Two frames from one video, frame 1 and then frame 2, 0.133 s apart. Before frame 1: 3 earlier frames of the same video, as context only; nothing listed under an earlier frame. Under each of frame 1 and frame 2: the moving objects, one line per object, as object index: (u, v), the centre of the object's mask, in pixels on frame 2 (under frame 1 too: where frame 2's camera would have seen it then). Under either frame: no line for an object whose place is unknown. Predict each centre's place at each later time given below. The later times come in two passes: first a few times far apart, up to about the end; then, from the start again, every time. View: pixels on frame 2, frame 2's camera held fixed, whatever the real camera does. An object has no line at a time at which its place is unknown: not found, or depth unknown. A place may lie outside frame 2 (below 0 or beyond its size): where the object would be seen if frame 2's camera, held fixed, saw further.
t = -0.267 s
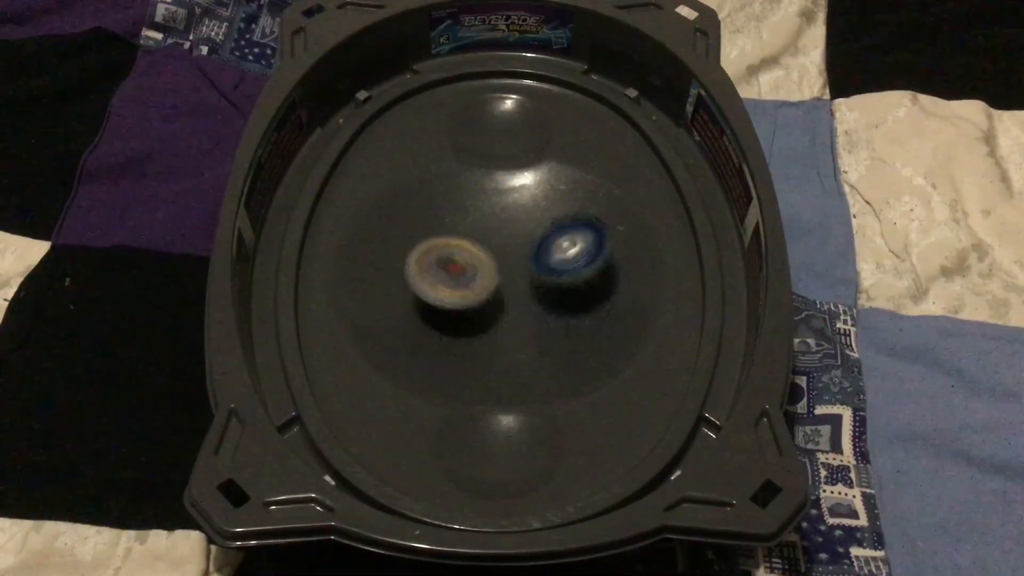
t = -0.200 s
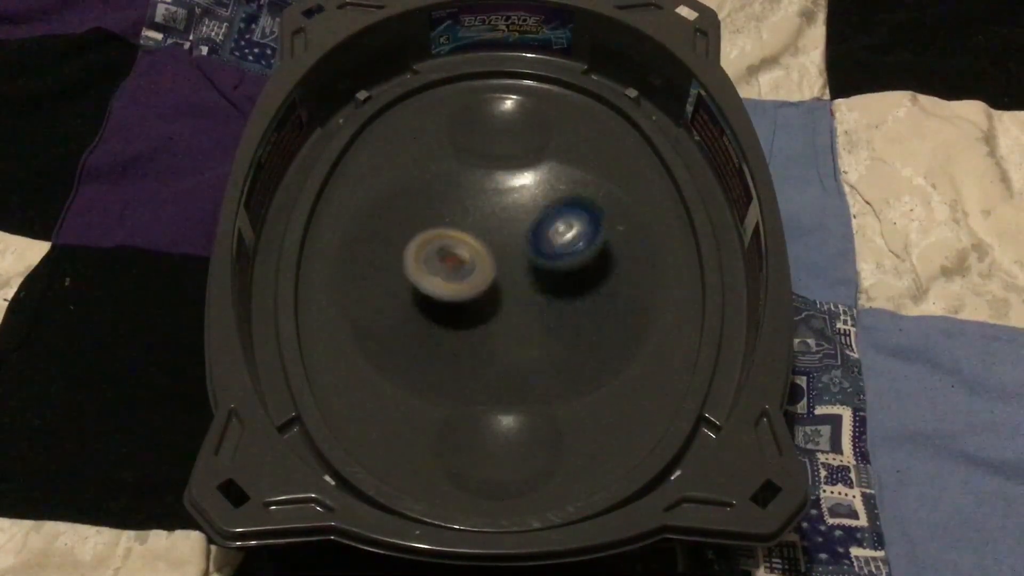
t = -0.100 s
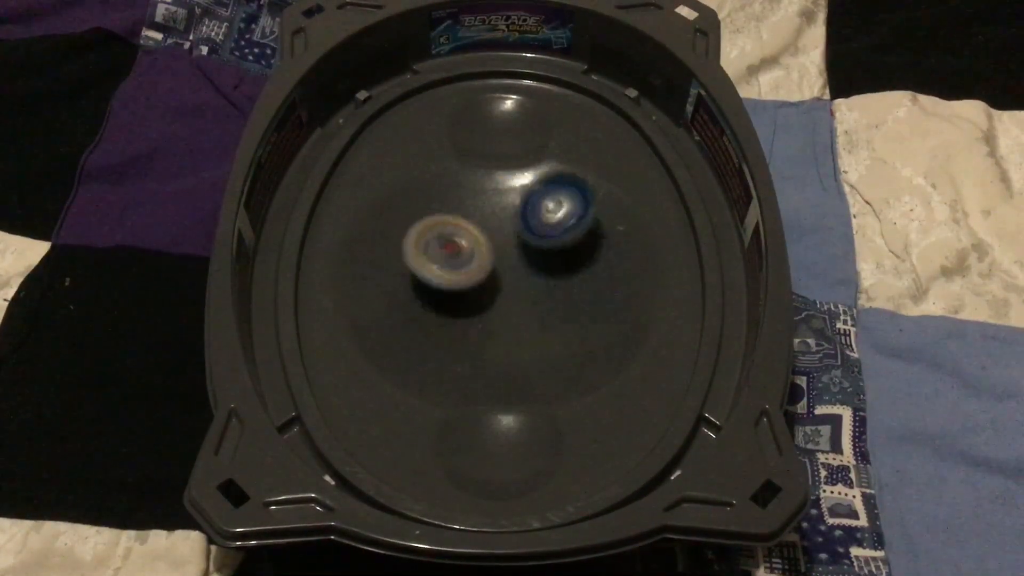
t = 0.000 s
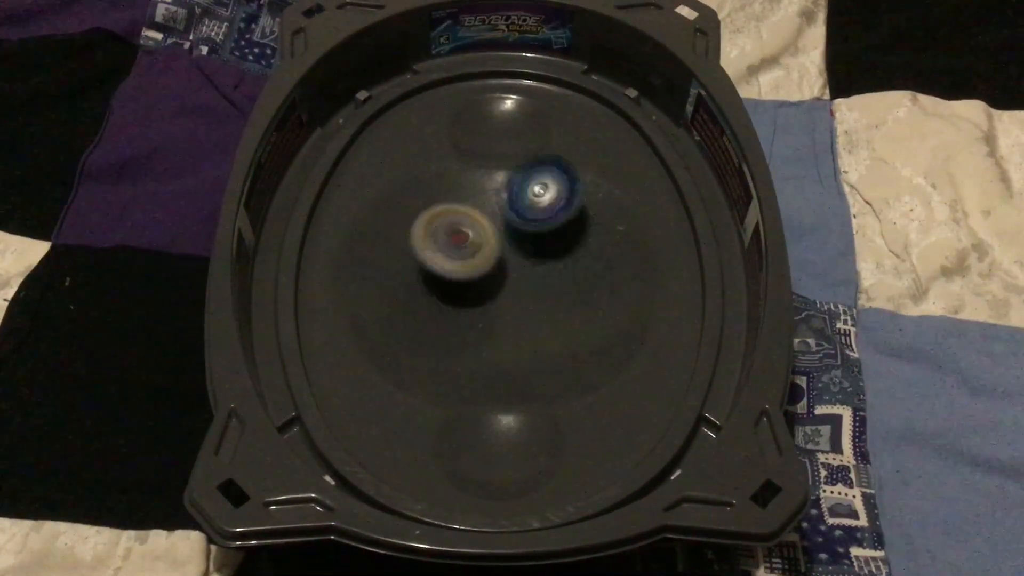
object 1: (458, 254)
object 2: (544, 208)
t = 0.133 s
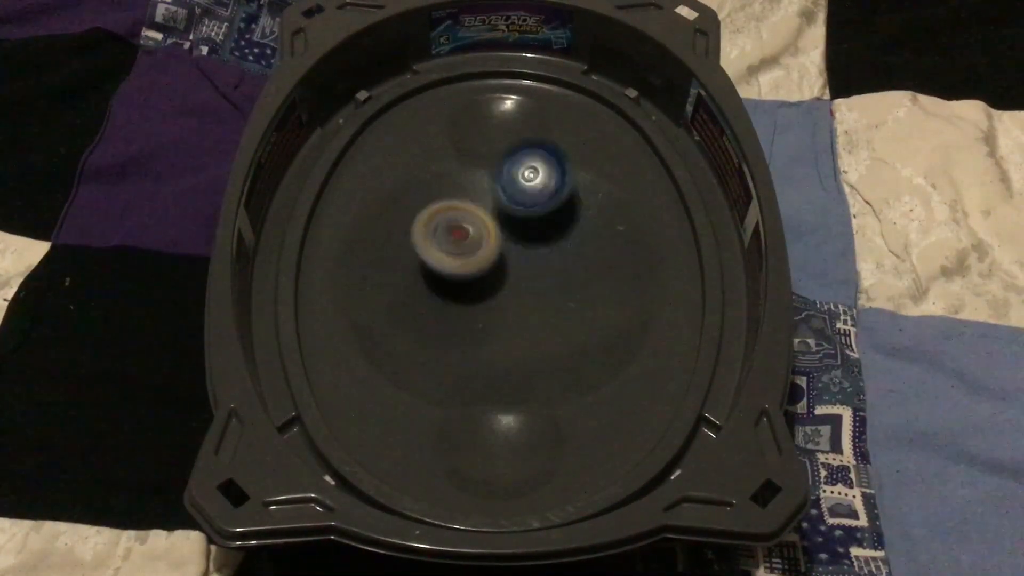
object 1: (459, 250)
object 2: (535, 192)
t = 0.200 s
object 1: (464, 252)
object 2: (528, 190)
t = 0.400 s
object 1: (489, 278)
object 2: (502, 197)
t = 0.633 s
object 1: (549, 287)
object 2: (460, 251)
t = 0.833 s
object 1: (536, 260)
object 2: (424, 283)
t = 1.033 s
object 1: (497, 249)
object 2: (413, 315)
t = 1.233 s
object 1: (500, 236)
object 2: (429, 327)
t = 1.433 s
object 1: (508, 233)
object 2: (496, 323)
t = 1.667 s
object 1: (501, 221)
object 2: (559, 311)
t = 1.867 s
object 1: (475, 256)
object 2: (579, 284)
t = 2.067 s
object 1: (459, 294)
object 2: (547, 245)
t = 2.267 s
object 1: (511, 294)
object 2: (494, 204)
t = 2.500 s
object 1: (536, 255)
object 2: (454, 200)
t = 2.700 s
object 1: (534, 256)
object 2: (440, 223)
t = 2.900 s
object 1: (529, 277)
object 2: (436, 293)
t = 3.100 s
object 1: (543, 282)
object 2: (450, 333)
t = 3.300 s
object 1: (532, 260)
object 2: (474, 338)
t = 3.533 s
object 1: (478, 228)
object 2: (515, 310)
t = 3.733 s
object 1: (443, 217)
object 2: (538, 275)
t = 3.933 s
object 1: (454, 260)
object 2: (544, 234)
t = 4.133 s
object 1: (502, 295)
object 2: (529, 214)
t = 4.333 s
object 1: (562, 297)
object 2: (485, 232)
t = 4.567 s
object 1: (572, 285)
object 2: (437, 261)
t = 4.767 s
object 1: (537, 265)
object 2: (430, 287)
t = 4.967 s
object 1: (547, 234)
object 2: (447, 306)
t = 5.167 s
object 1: (522, 217)
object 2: (513, 298)
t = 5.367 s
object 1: (483, 232)
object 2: (557, 284)
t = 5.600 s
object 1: (453, 268)
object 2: (558, 258)
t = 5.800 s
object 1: (433, 265)
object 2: (522, 242)
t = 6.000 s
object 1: (417, 268)
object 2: (523, 222)
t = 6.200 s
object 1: (454, 283)
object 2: (526, 234)
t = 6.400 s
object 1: (459, 302)
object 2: (536, 252)
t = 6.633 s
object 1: (465, 292)
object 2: (549, 262)
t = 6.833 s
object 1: (483, 277)
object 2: (566, 256)
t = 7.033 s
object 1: (489, 280)
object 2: (579, 251)
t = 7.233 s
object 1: (464, 323)
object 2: (545, 244)
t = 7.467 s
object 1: (475, 338)
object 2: (488, 256)
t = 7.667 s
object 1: (484, 305)
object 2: (427, 242)
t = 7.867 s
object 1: (514, 261)
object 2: (429, 244)
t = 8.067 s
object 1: (533, 204)
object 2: (475, 281)
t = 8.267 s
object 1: (507, 219)
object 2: (533, 278)
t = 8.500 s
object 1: (478, 235)
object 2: (551, 274)
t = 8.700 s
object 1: (487, 236)
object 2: (526, 295)
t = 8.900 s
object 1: (496, 239)
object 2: (523, 301)
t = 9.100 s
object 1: (496, 241)
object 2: (522, 301)
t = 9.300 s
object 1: (496, 241)
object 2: (522, 301)
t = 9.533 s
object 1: (496, 241)
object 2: (522, 301)
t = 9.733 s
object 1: (497, 240)
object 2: (522, 301)
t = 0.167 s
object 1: (461, 251)
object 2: (532, 191)
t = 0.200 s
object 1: (464, 252)
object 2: (528, 190)
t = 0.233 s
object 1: (467, 255)
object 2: (524, 190)
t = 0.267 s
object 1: (469, 260)
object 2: (521, 189)
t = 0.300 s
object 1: (473, 265)
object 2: (518, 189)
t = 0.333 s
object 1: (478, 270)
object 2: (514, 190)
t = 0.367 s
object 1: (484, 274)
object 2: (509, 193)
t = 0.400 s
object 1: (489, 278)
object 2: (502, 197)
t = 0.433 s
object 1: (498, 285)
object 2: (496, 200)
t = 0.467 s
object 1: (508, 290)
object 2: (490, 206)
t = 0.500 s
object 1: (517, 293)
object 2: (483, 214)
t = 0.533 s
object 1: (527, 295)
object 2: (476, 220)
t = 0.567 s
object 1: (535, 294)
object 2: (470, 230)
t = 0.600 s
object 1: (543, 291)
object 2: (465, 240)
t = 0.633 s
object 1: (549, 287)
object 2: (460, 251)
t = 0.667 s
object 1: (552, 283)
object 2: (453, 260)
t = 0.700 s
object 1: (554, 277)
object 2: (447, 262)
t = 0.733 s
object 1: (553, 272)
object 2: (441, 269)
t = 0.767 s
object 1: (549, 268)
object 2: (433, 272)
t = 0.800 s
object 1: (543, 263)
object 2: (429, 276)
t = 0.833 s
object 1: (536, 260)
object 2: (424, 283)
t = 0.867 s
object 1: (527, 257)
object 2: (419, 288)
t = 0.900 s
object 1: (517, 256)
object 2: (419, 298)
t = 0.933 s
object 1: (506, 256)
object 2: (420, 300)
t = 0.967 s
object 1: (496, 256)
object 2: (423, 301)
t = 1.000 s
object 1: (495, 254)
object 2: (418, 309)
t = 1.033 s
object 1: (497, 249)
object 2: (413, 315)
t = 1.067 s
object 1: (499, 245)
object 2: (411, 318)
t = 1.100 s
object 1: (499, 242)
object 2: (411, 321)
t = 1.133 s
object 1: (499, 239)
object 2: (412, 323)
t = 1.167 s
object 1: (500, 237)
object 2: (415, 325)
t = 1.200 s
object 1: (500, 236)
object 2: (422, 326)
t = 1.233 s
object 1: (500, 236)
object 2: (429, 327)
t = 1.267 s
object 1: (500, 236)
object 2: (438, 327)
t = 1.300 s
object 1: (498, 237)
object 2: (448, 326)
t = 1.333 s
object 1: (498, 238)
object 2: (459, 323)
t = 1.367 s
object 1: (498, 239)
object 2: (473, 318)
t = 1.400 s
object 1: (503, 237)
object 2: (484, 318)
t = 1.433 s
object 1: (508, 233)
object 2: (496, 323)
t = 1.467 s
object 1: (510, 225)
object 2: (506, 324)
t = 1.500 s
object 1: (510, 219)
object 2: (517, 324)
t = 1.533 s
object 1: (509, 216)
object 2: (528, 322)
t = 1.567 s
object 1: (507, 216)
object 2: (537, 321)
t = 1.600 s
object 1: (505, 217)
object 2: (545, 319)
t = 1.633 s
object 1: (503, 218)
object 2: (553, 314)
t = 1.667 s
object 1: (501, 221)
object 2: (559, 311)
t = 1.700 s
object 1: (498, 227)
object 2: (563, 307)
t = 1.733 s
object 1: (495, 234)
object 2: (566, 300)
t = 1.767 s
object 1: (493, 243)
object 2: (569, 296)
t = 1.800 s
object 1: (492, 249)
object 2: (571, 292)
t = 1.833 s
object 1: (483, 253)
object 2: (578, 289)
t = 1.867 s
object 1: (475, 256)
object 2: (579, 284)
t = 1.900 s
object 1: (466, 260)
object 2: (577, 279)
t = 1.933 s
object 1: (459, 266)
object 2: (574, 272)
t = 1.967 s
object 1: (453, 273)
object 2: (569, 264)
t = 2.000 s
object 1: (452, 280)
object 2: (564, 258)
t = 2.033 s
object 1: (453, 287)
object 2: (557, 252)
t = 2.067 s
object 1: (459, 294)
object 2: (547, 245)
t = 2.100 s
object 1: (465, 298)
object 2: (539, 238)
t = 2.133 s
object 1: (472, 301)
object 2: (530, 230)
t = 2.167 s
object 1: (481, 302)
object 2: (522, 222)
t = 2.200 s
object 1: (491, 301)
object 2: (511, 214)
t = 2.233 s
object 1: (502, 299)
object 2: (502, 208)
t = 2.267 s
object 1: (511, 294)
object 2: (494, 204)
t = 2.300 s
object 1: (518, 287)
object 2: (488, 201)
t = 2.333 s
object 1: (523, 280)
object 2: (482, 199)
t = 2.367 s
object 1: (527, 272)
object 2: (475, 199)
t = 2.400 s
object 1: (530, 264)
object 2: (469, 199)
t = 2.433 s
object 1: (530, 258)
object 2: (464, 200)
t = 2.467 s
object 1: (533, 255)
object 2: (457, 199)
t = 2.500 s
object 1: (536, 255)
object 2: (454, 200)
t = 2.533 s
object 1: (539, 254)
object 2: (451, 203)
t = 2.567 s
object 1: (541, 253)
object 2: (447, 208)
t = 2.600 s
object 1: (541, 253)
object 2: (445, 212)
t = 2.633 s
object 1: (539, 253)
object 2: (442, 211)
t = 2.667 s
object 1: (536, 254)
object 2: (442, 219)
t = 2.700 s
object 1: (534, 256)
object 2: (440, 223)
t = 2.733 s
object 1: (534, 258)
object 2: (437, 232)
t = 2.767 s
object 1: (534, 261)
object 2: (432, 247)
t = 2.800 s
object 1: (533, 265)
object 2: (431, 252)
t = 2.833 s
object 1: (534, 270)
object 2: (431, 262)
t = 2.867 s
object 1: (533, 272)
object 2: (431, 276)
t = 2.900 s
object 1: (529, 277)
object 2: (436, 293)
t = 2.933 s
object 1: (531, 281)
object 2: (438, 302)
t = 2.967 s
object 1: (536, 281)
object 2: (437, 311)
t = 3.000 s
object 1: (538, 282)
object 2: (438, 318)
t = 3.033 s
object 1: (539, 282)
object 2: (440, 325)
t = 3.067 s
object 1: (543, 282)
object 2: (445, 328)
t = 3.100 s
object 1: (543, 282)
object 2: (450, 333)
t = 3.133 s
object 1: (540, 280)
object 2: (454, 333)
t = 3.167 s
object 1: (538, 280)
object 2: (461, 335)
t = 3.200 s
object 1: (536, 277)
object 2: (470, 334)
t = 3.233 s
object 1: (536, 272)
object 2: (472, 336)
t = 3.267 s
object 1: (535, 266)
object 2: (472, 338)
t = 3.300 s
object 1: (532, 260)
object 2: (474, 338)
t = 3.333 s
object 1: (527, 253)
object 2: (479, 336)
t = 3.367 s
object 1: (520, 247)
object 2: (484, 333)
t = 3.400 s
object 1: (512, 243)
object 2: (489, 330)
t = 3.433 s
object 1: (502, 239)
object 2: (493, 325)
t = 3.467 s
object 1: (492, 236)
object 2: (501, 317)
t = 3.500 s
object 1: (484, 232)
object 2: (508, 312)
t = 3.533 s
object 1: (478, 228)
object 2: (515, 310)
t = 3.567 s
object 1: (470, 224)
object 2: (521, 307)
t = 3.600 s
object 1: (465, 220)
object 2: (525, 304)
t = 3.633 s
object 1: (458, 216)
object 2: (530, 297)
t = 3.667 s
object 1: (451, 214)
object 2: (533, 290)
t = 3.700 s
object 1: (445, 215)
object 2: (537, 282)
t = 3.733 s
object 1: (443, 217)
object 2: (538, 275)
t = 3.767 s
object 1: (441, 221)
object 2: (540, 269)
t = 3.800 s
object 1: (444, 229)
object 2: (540, 262)
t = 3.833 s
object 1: (446, 235)
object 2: (539, 254)
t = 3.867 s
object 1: (450, 244)
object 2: (541, 247)
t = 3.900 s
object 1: (451, 250)
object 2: (544, 239)
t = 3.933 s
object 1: (454, 260)
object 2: (544, 234)
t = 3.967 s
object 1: (460, 269)
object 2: (544, 231)
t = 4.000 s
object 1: (466, 277)
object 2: (544, 227)
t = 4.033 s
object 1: (474, 282)
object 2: (542, 222)
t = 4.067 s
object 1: (482, 288)
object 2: (539, 218)
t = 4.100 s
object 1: (492, 292)
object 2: (534, 215)
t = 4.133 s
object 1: (502, 295)
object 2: (529, 214)
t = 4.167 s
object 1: (512, 297)
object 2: (524, 213)
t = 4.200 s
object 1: (523, 298)
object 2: (517, 215)
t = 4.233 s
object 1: (534, 297)
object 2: (509, 218)
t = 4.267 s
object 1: (543, 295)
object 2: (503, 222)
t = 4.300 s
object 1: (553, 296)
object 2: (495, 228)
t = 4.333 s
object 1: (562, 297)
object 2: (485, 232)
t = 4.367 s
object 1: (569, 297)
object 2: (476, 236)
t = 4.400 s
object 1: (576, 297)
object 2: (465, 235)
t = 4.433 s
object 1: (580, 296)
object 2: (458, 244)
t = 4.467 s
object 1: (582, 294)
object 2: (450, 238)
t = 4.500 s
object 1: (582, 291)
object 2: (445, 251)
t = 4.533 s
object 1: (577, 288)
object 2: (440, 256)
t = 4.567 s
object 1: (572, 285)
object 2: (437, 261)
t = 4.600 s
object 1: (562, 282)
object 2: (434, 255)
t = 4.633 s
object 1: (551, 279)
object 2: (435, 260)
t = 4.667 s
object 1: (541, 275)
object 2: (436, 265)
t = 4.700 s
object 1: (532, 273)
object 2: (439, 271)
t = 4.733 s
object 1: (531, 269)
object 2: (438, 281)
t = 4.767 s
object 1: (537, 265)
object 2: (430, 287)
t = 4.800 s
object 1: (542, 259)
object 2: (428, 290)
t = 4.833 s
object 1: (544, 255)
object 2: (431, 300)
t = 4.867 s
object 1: (545, 250)
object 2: (432, 303)
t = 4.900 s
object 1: (546, 245)
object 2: (436, 305)
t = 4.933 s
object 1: (548, 239)
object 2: (440, 305)
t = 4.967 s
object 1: (547, 234)
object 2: (447, 306)
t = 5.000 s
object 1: (546, 230)
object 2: (454, 305)
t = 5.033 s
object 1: (541, 229)
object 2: (463, 304)
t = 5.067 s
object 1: (537, 227)
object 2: (477, 302)
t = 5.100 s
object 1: (532, 226)
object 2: (488, 298)
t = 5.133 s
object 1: (527, 222)
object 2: (503, 298)
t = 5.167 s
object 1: (522, 217)
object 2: (513, 298)
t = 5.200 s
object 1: (515, 215)
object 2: (523, 297)
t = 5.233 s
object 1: (507, 215)
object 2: (533, 295)
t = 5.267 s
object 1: (501, 216)
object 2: (541, 292)
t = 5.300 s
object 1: (495, 220)
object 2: (547, 291)
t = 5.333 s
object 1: (488, 225)
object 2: (554, 287)
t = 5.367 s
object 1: (483, 232)
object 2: (557, 284)
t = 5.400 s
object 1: (479, 239)
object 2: (560, 280)
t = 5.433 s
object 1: (475, 246)
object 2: (560, 276)
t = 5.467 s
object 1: (473, 253)
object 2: (560, 272)
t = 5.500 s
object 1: (469, 260)
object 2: (559, 267)
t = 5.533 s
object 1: (462, 264)
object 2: (561, 263)
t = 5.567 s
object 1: (457, 267)
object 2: (559, 260)
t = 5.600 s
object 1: (453, 268)
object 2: (558, 258)
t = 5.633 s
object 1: (451, 269)
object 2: (556, 254)
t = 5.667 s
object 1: (448, 269)
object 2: (549, 253)
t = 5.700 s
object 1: (446, 270)
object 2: (546, 250)
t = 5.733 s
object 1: (441, 269)
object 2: (538, 247)
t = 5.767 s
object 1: (437, 268)
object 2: (530, 245)
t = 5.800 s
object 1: (433, 265)
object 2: (522, 242)
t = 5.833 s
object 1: (427, 264)
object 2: (519, 238)
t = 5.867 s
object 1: (429, 264)
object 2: (514, 236)
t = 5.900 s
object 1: (421, 264)
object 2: (515, 232)
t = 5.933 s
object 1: (417, 265)
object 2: (517, 227)
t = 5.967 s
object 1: (417, 267)
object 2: (522, 224)
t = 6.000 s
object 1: (417, 268)
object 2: (523, 222)
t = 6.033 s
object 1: (417, 271)
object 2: (525, 222)
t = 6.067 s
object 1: (419, 273)
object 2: (526, 223)
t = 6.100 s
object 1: (428, 276)
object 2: (527, 224)
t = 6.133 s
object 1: (435, 279)
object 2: (527, 226)
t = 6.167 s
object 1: (445, 281)
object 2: (525, 231)
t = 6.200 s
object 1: (454, 283)
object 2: (526, 234)
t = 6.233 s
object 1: (454, 289)
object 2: (527, 236)
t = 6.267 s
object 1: (456, 292)
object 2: (528, 238)
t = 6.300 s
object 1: (460, 294)
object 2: (531, 243)
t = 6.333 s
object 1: (459, 300)
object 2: (533, 246)
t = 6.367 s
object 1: (458, 303)
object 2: (535, 248)
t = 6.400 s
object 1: (459, 302)
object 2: (536, 252)
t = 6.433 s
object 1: (463, 301)
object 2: (539, 257)
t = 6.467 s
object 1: (467, 300)
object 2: (540, 258)
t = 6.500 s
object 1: (471, 301)
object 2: (542, 261)
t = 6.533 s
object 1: (473, 301)
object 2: (544, 264)
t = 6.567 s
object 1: (473, 299)
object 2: (545, 264)
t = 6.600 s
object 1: (469, 296)
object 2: (547, 264)
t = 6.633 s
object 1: (465, 292)
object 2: (549, 262)
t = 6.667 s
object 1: (466, 284)
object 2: (555, 261)
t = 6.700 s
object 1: (470, 279)
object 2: (559, 259)
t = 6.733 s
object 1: (473, 277)
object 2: (559, 258)
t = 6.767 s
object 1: (479, 278)
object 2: (561, 258)
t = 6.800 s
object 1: (482, 277)
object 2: (564, 257)
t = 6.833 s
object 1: (483, 277)
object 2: (566, 256)
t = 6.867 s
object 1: (482, 276)
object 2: (571, 254)
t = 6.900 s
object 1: (481, 277)
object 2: (576, 252)
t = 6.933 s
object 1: (482, 277)
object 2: (582, 250)
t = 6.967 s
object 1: (483, 278)
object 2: (582, 249)
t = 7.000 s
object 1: (485, 278)
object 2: (581, 250)
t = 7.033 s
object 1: (489, 280)
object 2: (579, 251)
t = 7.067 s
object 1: (491, 281)
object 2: (576, 253)
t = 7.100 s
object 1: (494, 283)
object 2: (570, 253)
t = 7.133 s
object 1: (489, 290)
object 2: (562, 251)
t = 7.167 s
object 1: (478, 300)
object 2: (557, 247)
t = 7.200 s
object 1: (469, 312)
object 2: (551, 244)
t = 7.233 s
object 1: (464, 323)
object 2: (545, 244)
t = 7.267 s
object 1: (463, 330)
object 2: (541, 243)
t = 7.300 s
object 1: (464, 336)
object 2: (536, 243)
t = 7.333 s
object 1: (464, 341)
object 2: (527, 242)
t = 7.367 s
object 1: (465, 344)
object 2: (514, 245)
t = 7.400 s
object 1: (468, 345)
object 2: (504, 249)
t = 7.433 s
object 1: (471, 343)
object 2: (497, 252)
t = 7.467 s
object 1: (475, 338)
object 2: (488, 256)
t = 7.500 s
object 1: (478, 335)
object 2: (481, 255)
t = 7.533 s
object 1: (481, 331)
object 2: (464, 253)
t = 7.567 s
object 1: (485, 326)
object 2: (443, 253)
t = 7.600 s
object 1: (487, 321)
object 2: (435, 252)
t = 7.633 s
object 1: (485, 314)
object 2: (432, 246)
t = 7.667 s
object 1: (484, 305)
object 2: (427, 242)
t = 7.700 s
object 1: (486, 297)
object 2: (424, 242)
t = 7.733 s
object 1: (491, 289)
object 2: (423, 235)
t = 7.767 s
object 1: (498, 281)
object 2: (423, 237)
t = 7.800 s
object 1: (505, 275)
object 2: (423, 238)
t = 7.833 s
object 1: (509, 268)
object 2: (425, 240)
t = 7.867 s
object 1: (514, 261)
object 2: (429, 244)
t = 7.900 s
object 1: (518, 252)
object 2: (433, 246)
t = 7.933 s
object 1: (520, 242)
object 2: (437, 252)
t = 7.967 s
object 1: (528, 230)
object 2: (443, 255)
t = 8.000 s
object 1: (532, 219)
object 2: (450, 260)
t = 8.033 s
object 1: (534, 210)
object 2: (464, 274)
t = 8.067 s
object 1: (533, 204)
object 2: (475, 281)
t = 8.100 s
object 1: (530, 200)
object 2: (486, 285)
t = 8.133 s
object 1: (525, 199)
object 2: (496, 283)
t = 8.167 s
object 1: (522, 200)
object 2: (506, 282)
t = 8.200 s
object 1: (520, 203)
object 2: (513, 282)
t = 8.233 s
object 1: (516, 210)
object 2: (522, 282)
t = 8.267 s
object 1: (507, 219)
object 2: (533, 278)
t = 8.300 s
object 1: (500, 223)
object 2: (541, 278)
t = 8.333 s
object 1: (492, 226)
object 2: (548, 275)
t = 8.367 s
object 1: (485, 230)
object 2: (552, 274)
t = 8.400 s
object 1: (481, 233)
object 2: (555, 272)
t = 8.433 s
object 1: (478, 234)
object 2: (555, 272)
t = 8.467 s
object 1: (477, 235)
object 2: (554, 272)
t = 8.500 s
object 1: (478, 235)
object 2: (551, 274)
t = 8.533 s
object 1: (480, 236)
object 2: (547, 276)
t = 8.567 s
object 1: (482, 236)
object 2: (542, 279)
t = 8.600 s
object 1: (483, 236)
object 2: (538, 283)
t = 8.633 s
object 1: (485, 237)
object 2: (534, 288)
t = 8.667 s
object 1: (487, 236)
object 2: (530, 291)
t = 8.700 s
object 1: (487, 236)
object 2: (526, 295)
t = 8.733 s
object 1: (489, 237)
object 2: (524, 298)
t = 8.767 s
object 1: (492, 238)
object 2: (523, 300)
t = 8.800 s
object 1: (495, 236)
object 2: (523, 300)
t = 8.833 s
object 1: (495, 237)
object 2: (523, 301)
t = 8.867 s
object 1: (496, 237)
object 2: (523, 301)
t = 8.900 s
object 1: (496, 239)
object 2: (523, 301)
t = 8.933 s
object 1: (496, 240)
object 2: (523, 300)
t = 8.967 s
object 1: (496, 241)
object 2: (523, 301)
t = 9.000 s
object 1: (496, 241)
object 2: (523, 301)
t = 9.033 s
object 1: (496, 241)
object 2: (522, 301)
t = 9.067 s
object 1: (496, 241)
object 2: (522, 301)
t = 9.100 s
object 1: (496, 241)
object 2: (522, 301)
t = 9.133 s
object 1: (496, 241)
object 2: (522, 301)
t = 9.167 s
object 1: (496, 241)
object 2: (522, 301)
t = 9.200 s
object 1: (496, 241)
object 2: (522, 301)
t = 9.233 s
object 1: (496, 241)
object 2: (522, 301)
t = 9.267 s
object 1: (496, 241)
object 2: (522, 301)
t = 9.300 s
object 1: (496, 241)
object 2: (522, 301)
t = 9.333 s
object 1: (496, 241)
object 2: (522, 301)
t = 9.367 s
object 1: (496, 241)
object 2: (522, 301)
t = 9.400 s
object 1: (496, 241)
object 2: (522, 301)
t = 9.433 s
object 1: (496, 241)
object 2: (522, 301)
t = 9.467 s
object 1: (496, 241)
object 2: (522, 301)
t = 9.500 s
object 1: (496, 241)
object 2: (522, 301)
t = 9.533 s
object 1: (496, 241)
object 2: (522, 301)
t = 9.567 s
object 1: (496, 241)
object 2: (522, 301)
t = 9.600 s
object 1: (496, 241)
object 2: (522, 301)
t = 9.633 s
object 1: (496, 241)
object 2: (522, 301)
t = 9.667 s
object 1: (497, 241)
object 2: (522, 301)
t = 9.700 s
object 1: (497, 240)
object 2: (522, 301)
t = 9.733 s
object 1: (497, 240)
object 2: (522, 301)
